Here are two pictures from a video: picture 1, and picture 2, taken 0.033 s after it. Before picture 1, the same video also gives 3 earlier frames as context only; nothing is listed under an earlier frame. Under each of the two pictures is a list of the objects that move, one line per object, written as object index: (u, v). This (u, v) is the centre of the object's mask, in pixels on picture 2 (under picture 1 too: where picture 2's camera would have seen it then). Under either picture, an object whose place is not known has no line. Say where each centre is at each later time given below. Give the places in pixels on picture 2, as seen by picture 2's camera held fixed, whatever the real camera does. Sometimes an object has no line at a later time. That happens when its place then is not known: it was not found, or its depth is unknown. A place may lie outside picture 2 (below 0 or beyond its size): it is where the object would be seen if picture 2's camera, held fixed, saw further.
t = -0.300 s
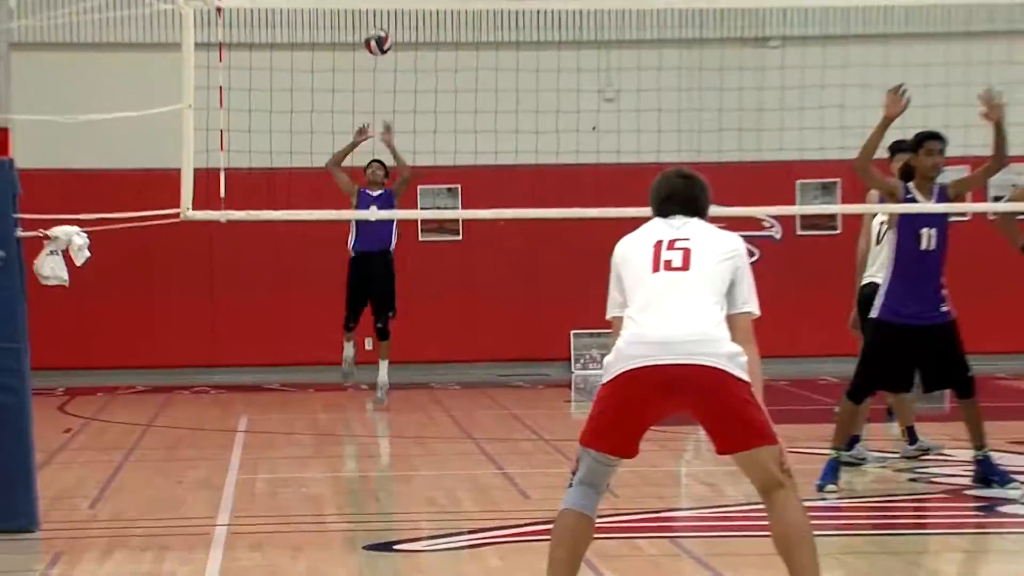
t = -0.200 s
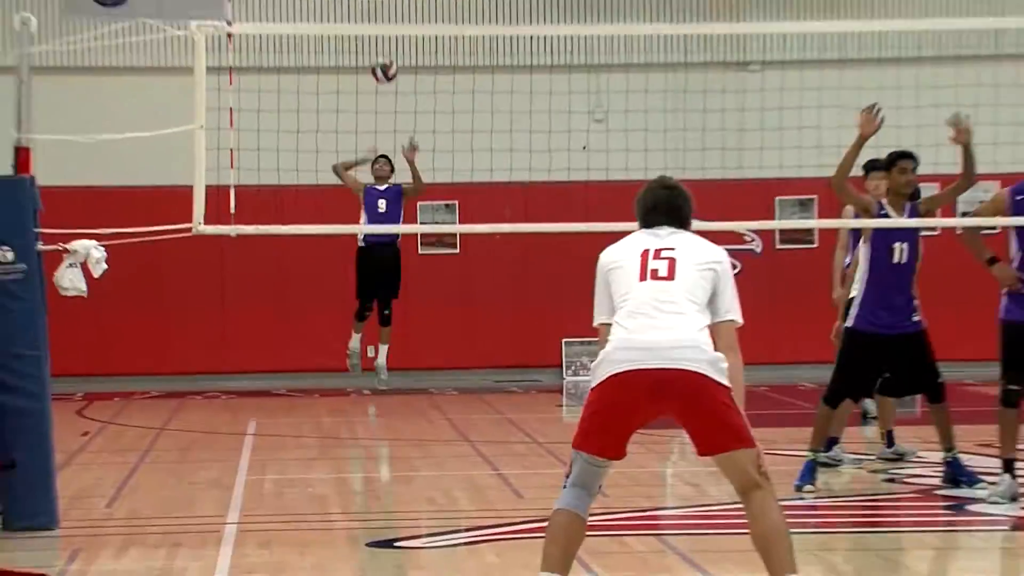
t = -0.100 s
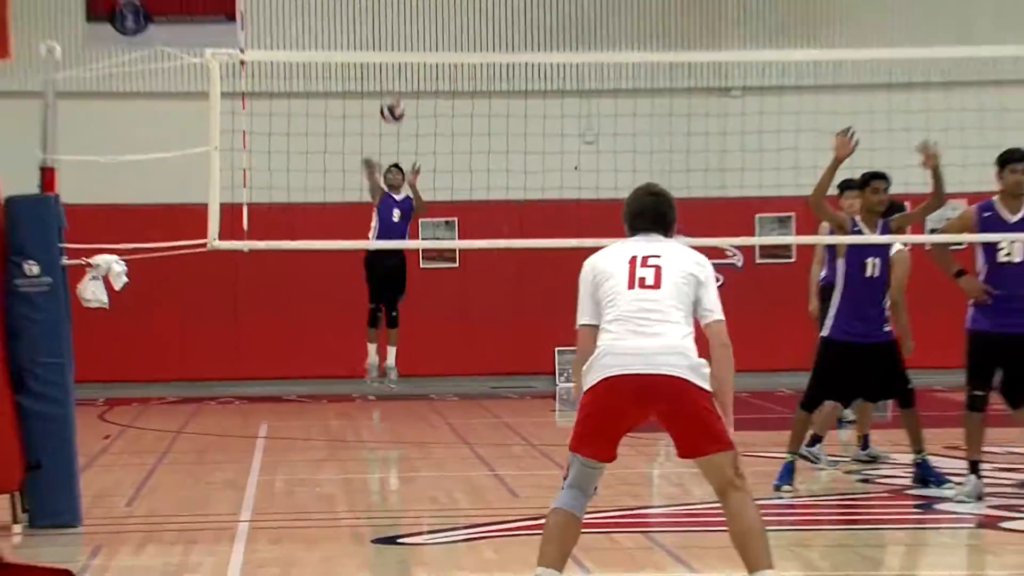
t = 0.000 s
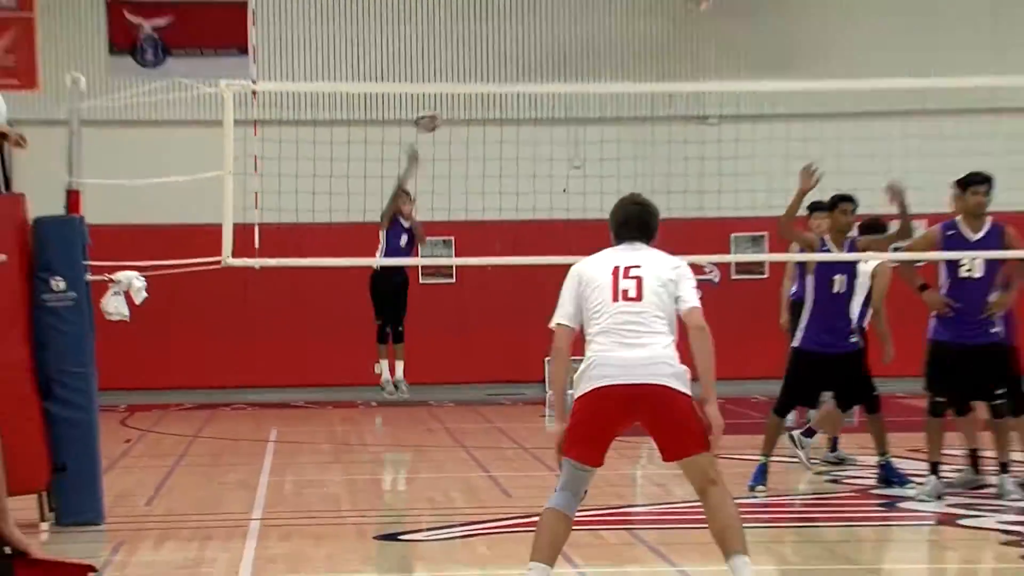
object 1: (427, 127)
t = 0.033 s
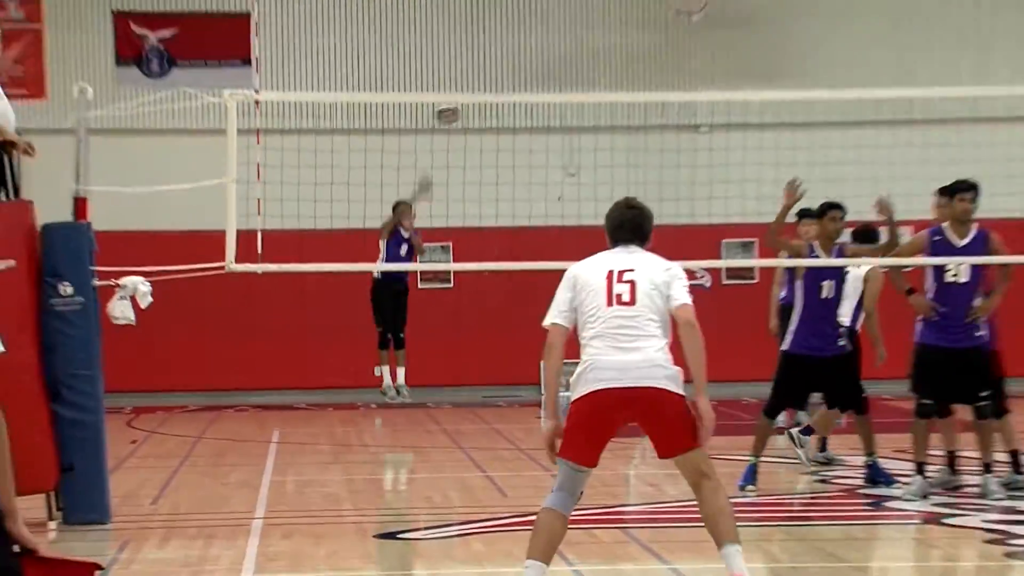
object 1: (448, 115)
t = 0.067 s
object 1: (468, 93)
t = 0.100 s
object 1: (491, 90)
